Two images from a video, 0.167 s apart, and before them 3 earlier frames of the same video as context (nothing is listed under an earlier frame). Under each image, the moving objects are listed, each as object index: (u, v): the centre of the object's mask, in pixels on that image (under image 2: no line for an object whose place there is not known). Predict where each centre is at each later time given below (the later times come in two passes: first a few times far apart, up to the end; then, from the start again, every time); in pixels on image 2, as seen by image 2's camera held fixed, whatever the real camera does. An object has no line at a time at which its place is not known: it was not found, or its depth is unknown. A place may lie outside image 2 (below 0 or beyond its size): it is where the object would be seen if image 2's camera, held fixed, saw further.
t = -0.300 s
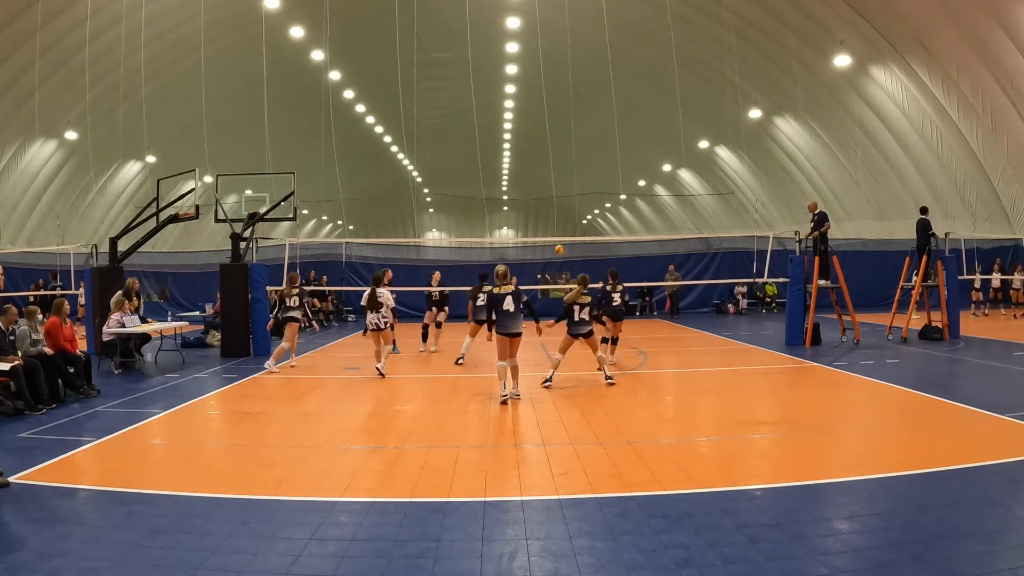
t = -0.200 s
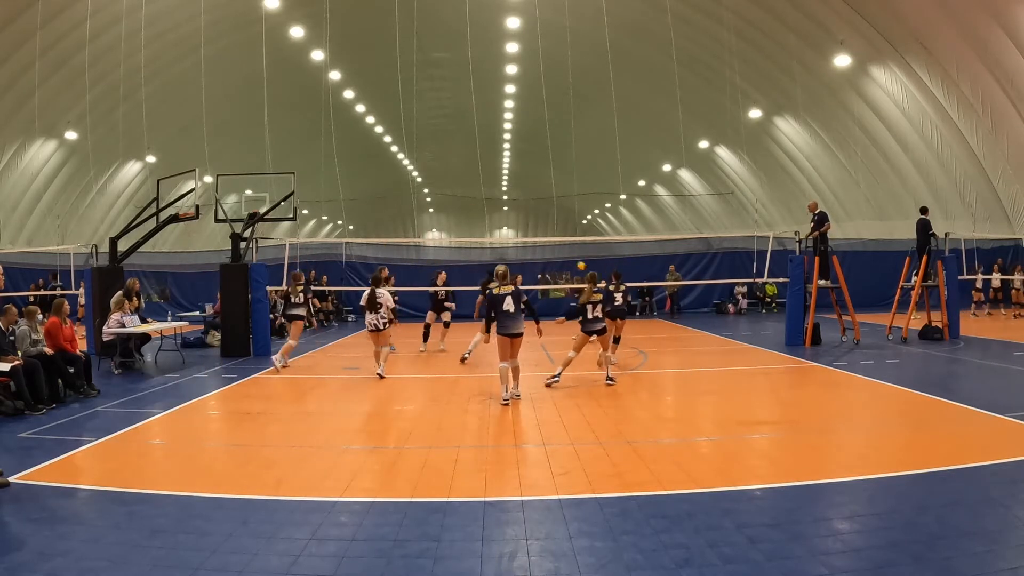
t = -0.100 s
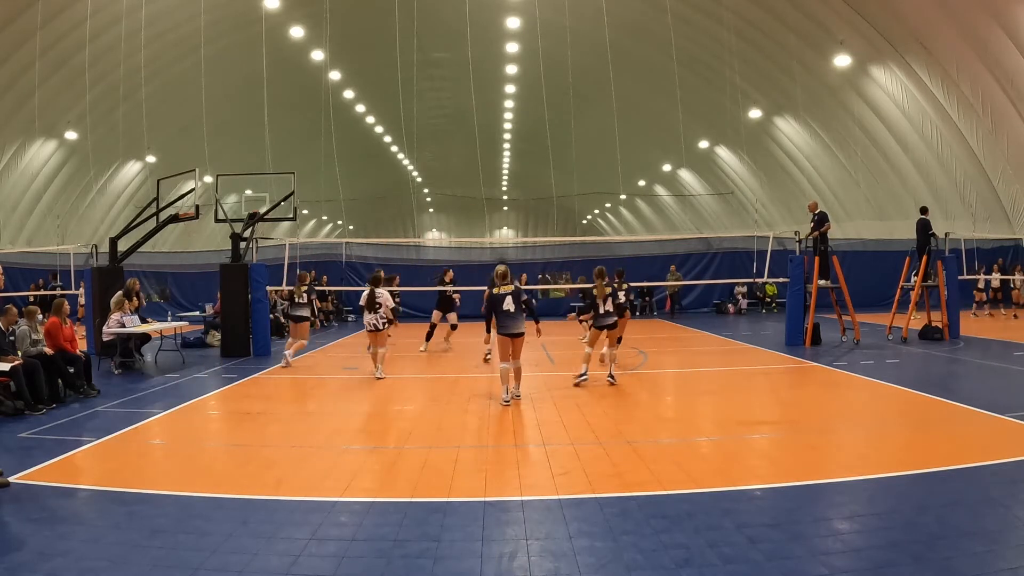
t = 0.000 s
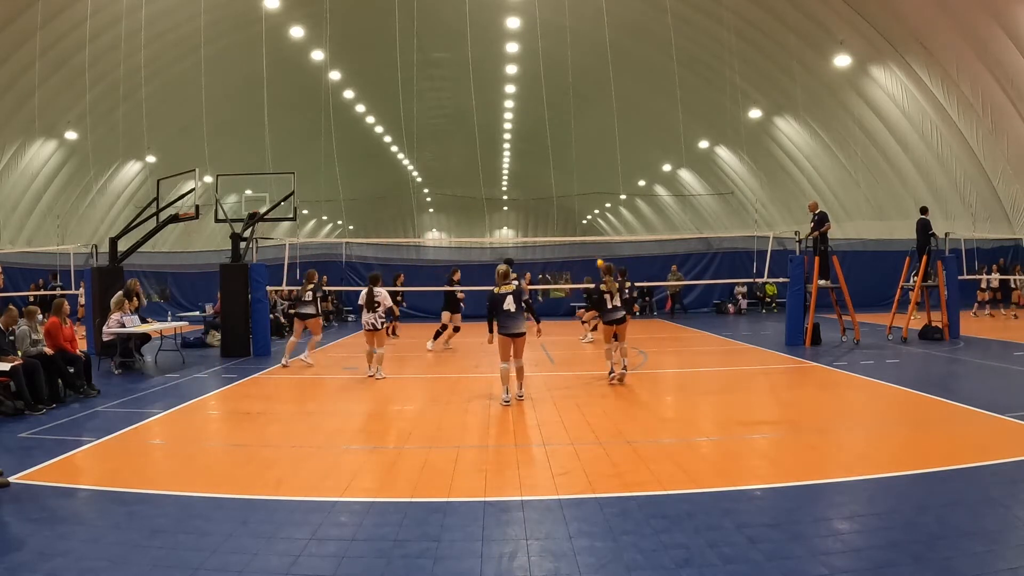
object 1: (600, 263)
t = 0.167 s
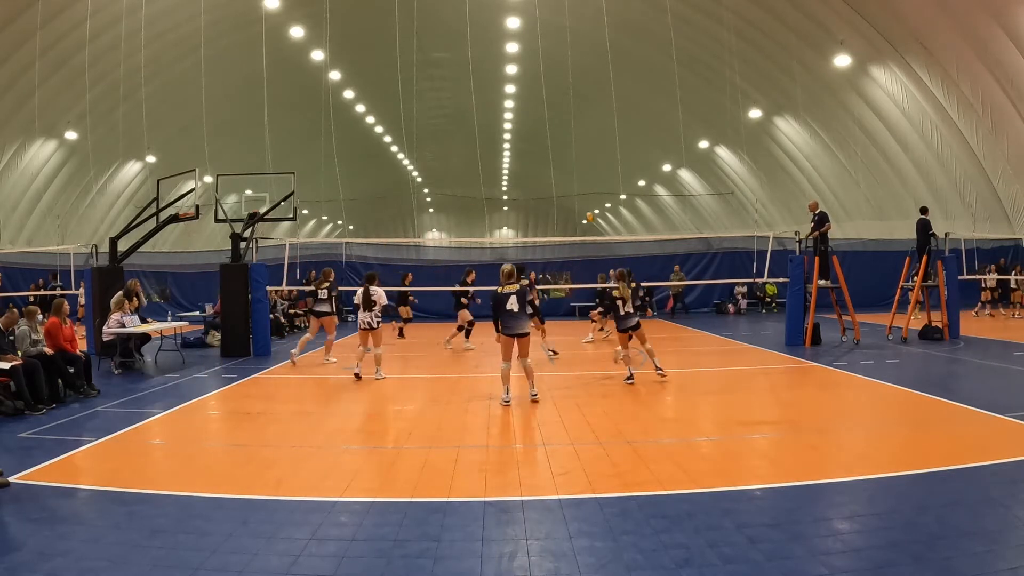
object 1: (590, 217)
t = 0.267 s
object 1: (584, 194)
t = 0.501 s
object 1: (571, 158)
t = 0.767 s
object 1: (557, 142)
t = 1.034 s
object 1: (544, 155)
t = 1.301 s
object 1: (531, 194)
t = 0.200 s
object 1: (588, 209)
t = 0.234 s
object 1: (585, 200)
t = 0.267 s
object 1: (584, 194)
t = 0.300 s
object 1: (581, 188)
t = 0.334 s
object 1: (580, 181)
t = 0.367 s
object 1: (578, 176)
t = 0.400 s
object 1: (576, 171)
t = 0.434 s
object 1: (574, 166)
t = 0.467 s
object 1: (572, 162)
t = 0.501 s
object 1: (571, 158)
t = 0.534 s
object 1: (569, 154)
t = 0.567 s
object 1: (567, 151)
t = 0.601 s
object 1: (566, 149)
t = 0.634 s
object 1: (564, 146)
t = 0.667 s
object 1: (562, 145)
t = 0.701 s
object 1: (560, 144)
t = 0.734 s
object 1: (559, 143)
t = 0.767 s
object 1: (557, 142)
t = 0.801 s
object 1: (555, 142)
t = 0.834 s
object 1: (554, 142)
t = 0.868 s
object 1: (552, 143)
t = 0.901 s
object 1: (550, 145)
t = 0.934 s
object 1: (549, 147)
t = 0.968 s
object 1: (547, 149)
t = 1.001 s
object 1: (546, 151)
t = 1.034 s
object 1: (544, 155)
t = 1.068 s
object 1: (542, 158)
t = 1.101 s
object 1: (540, 162)
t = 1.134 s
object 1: (538, 166)
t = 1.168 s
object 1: (537, 171)
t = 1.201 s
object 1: (535, 176)
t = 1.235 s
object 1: (534, 182)
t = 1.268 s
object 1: (533, 188)
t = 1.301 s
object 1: (531, 194)
